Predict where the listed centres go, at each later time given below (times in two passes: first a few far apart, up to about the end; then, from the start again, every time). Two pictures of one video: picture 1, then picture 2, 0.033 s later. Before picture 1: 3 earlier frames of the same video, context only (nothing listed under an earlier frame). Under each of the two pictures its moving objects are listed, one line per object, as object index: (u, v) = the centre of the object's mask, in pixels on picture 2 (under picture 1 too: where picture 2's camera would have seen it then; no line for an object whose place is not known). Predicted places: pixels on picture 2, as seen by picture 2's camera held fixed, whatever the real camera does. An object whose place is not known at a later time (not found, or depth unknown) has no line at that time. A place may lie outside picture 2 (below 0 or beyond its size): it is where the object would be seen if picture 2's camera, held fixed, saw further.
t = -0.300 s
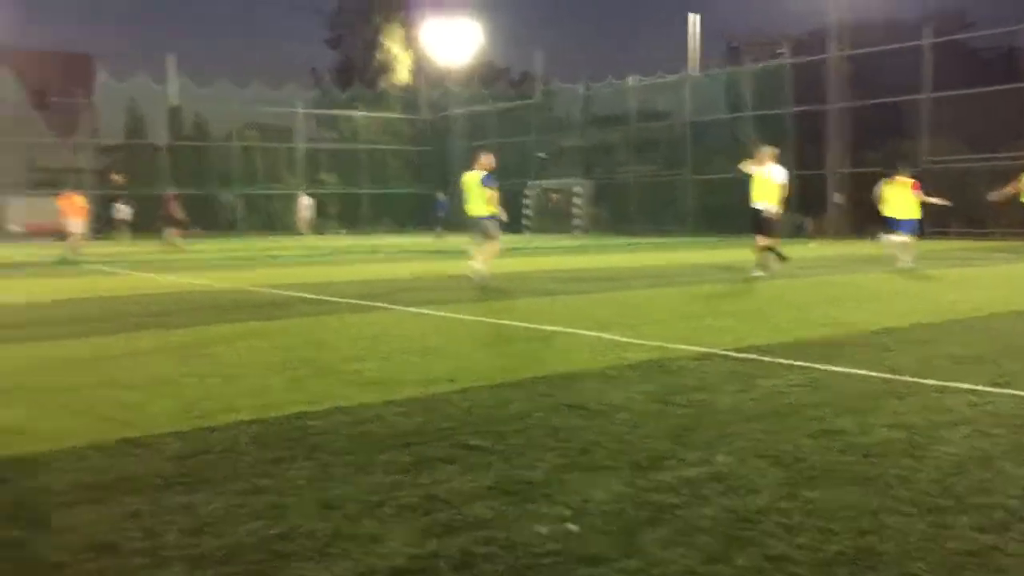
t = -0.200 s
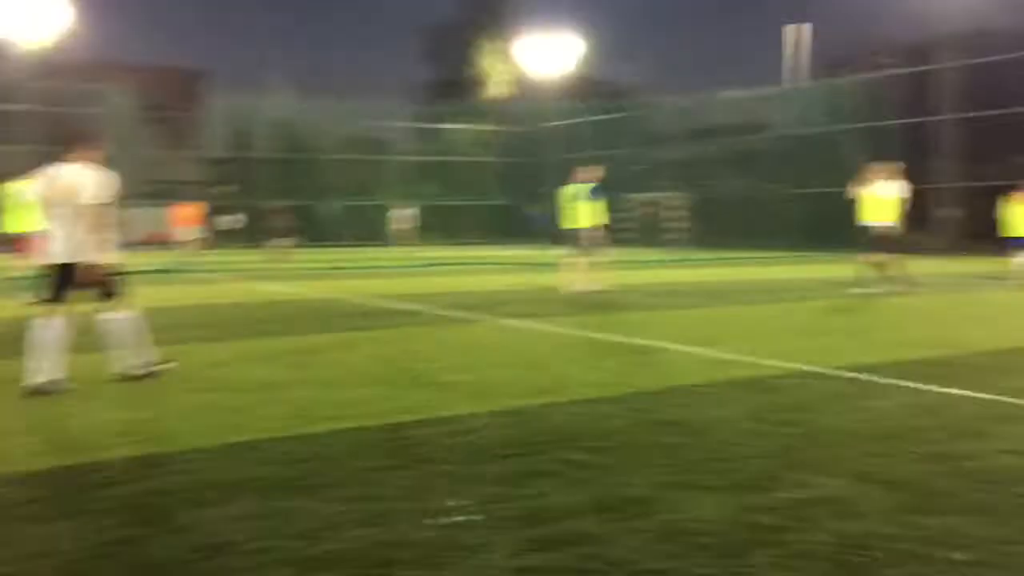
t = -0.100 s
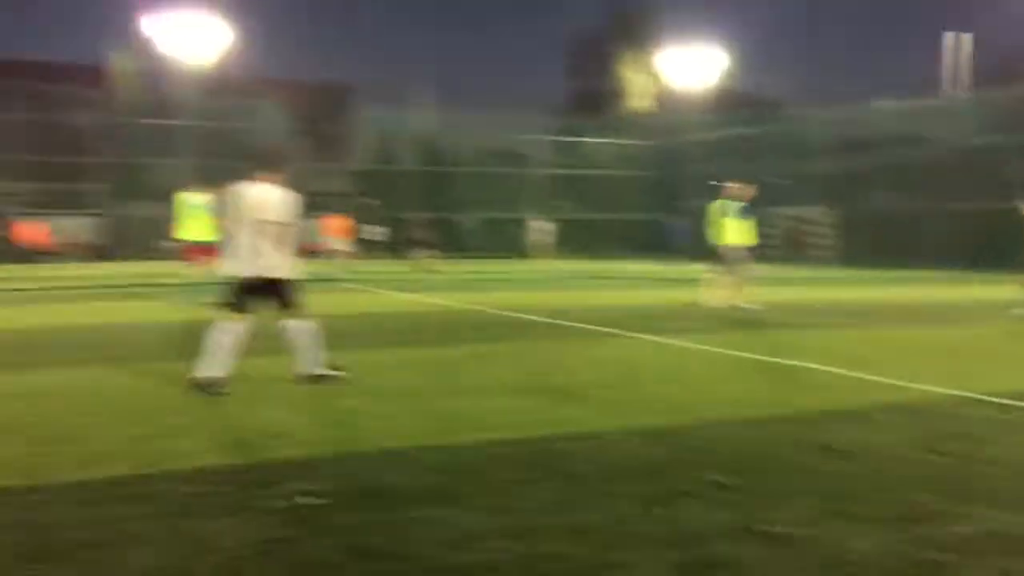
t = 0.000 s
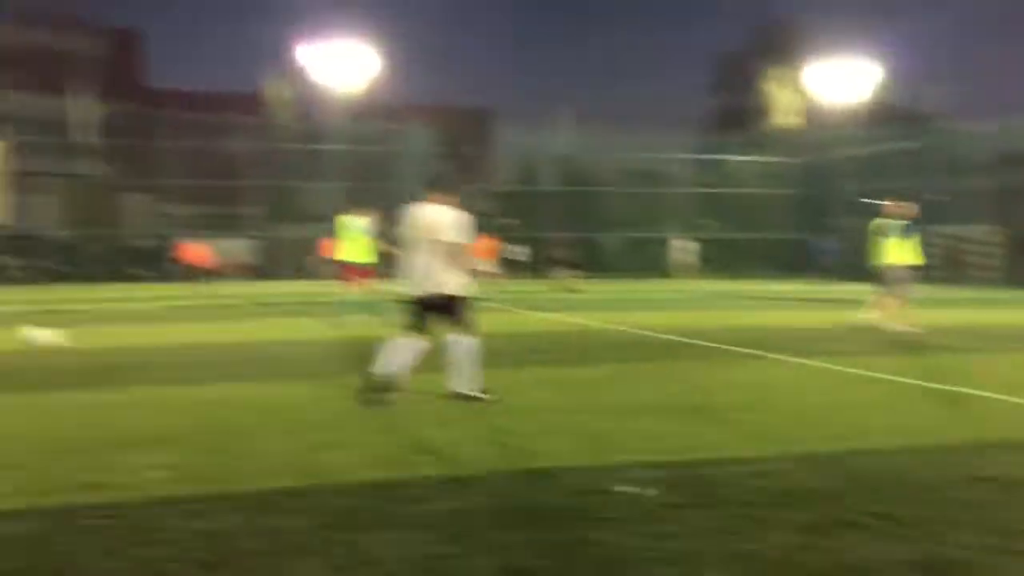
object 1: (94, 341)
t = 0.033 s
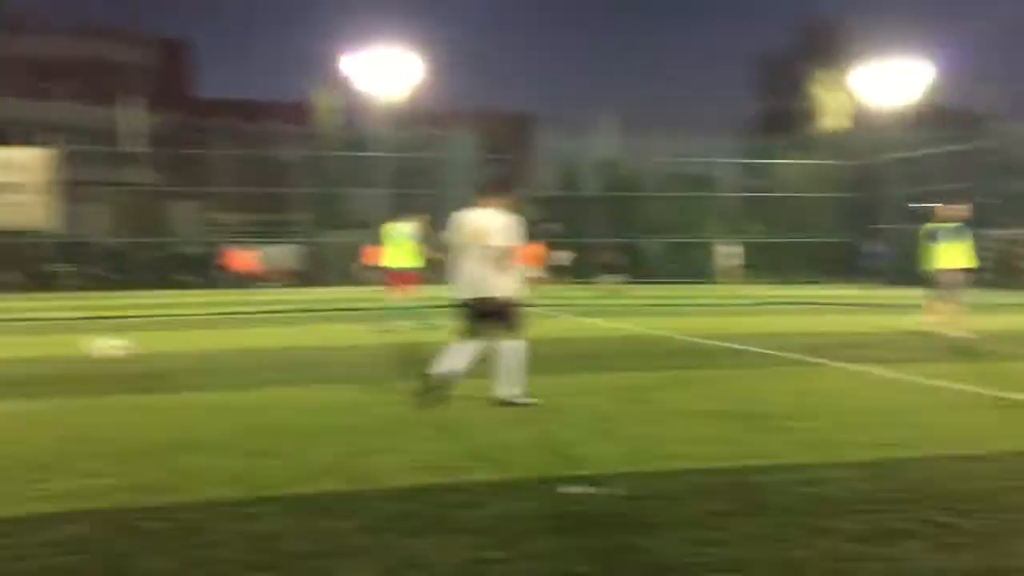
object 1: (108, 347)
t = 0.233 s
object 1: (183, 350)
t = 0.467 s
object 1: (268, 364)
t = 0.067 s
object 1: (119, 354)
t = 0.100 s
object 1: (131, 362)
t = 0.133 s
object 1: (143, 363)
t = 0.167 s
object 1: (157, 359)
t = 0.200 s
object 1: (169, 354)
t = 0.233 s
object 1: (183, 350)
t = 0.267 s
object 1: (198, 348)
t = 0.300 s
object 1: (210, 349)
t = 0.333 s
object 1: (221, 349)
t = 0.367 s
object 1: (233, 352)
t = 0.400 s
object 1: (244, 355)
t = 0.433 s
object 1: (257, 359)
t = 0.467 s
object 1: (268, 364)
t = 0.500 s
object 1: (279, 363)
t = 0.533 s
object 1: (291, 359)
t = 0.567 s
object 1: (303, 357)
